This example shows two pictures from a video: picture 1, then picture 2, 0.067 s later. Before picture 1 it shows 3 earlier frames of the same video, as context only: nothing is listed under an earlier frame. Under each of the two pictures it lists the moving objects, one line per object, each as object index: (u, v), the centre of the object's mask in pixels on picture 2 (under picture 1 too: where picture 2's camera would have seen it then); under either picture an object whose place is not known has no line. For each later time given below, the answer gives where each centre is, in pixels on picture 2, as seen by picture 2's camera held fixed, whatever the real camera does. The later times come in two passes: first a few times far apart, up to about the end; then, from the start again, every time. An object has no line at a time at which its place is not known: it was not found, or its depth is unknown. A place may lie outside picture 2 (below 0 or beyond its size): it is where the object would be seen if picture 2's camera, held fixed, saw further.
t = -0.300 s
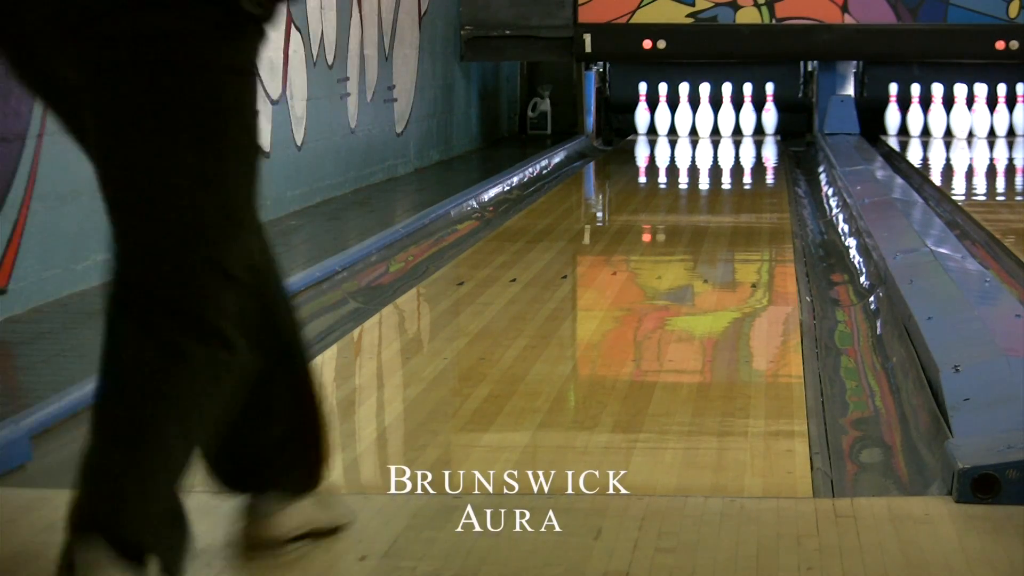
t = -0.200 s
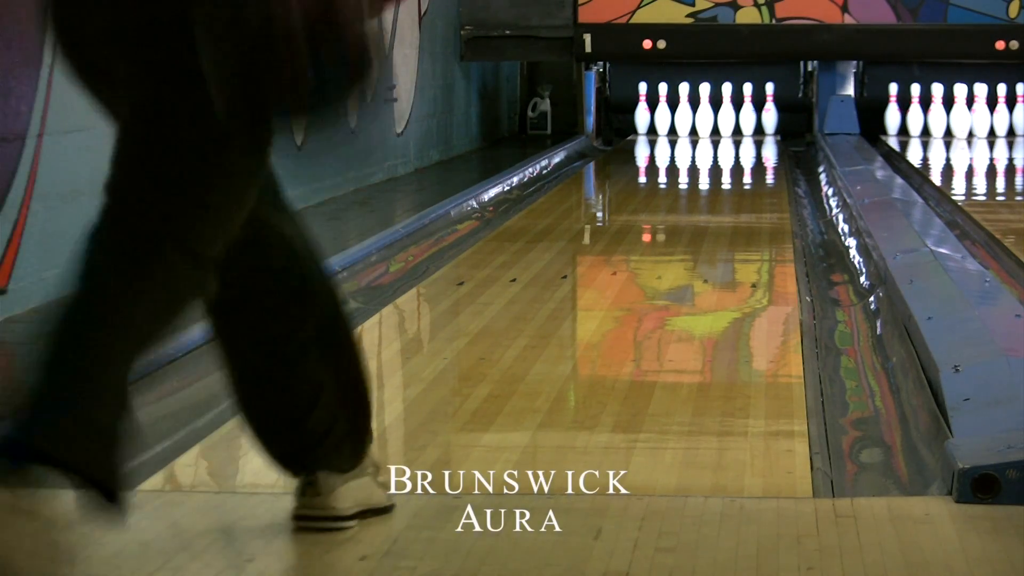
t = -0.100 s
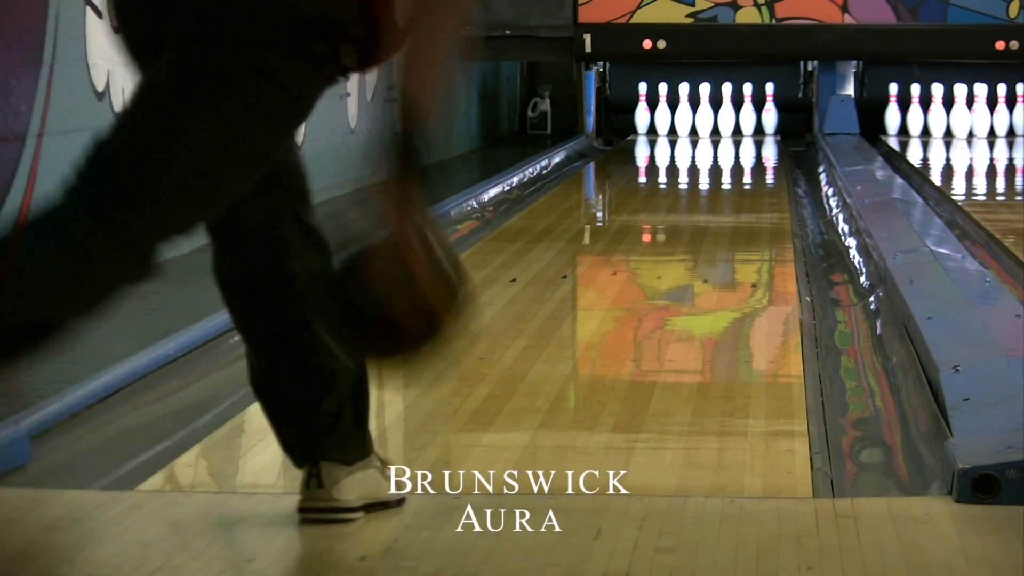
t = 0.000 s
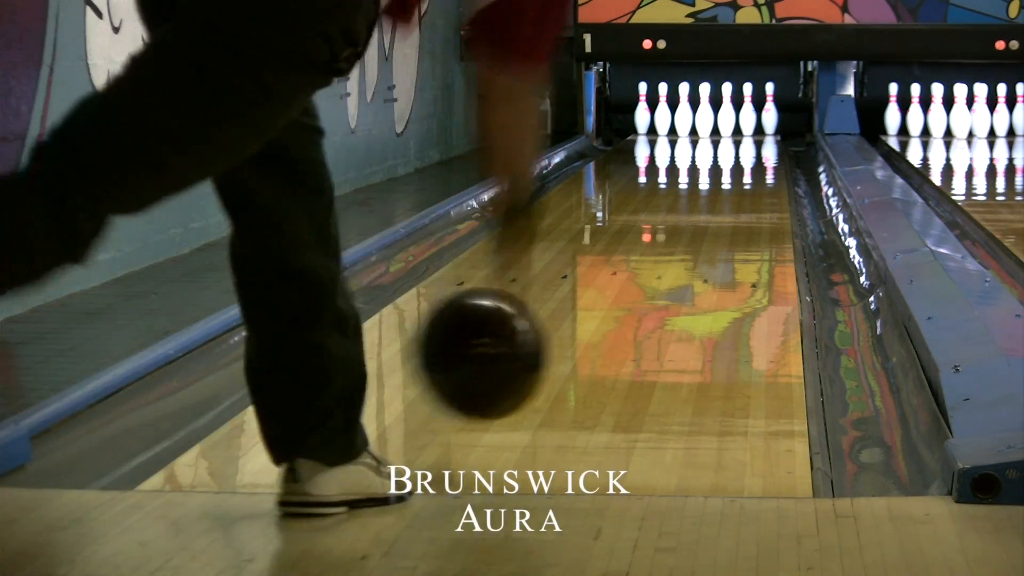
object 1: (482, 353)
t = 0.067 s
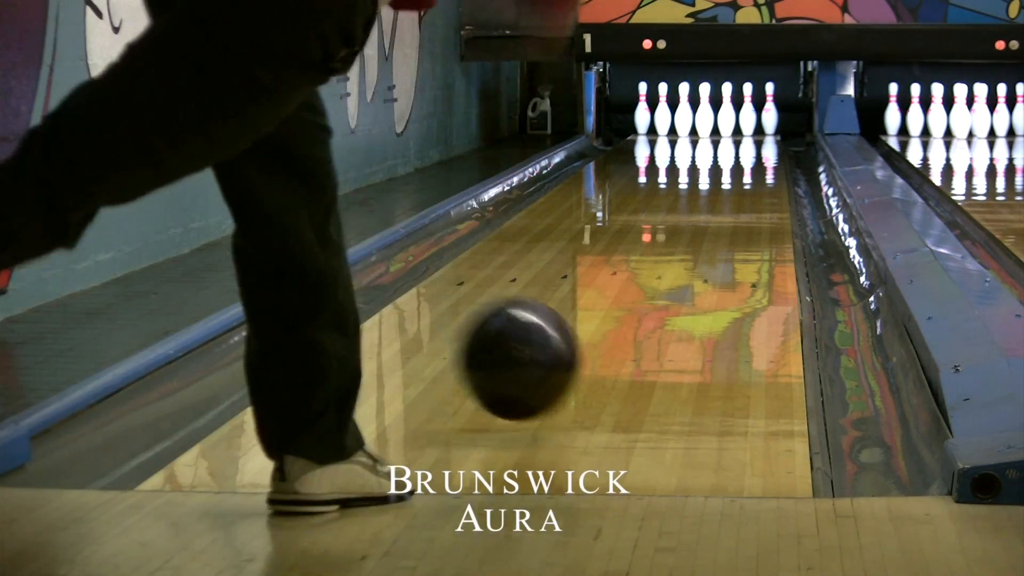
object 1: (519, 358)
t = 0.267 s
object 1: (600, 302)
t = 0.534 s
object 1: (662, 242)
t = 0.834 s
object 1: (703, 202)
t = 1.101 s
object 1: (726, 177)
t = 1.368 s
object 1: (741, 158)
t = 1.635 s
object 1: (749, 145)
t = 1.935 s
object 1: (746, 135)
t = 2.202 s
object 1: (727, 127)
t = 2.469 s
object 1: (711, 122)
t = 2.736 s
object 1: (703, 121)
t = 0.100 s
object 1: (536, 358)
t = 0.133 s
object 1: (551, 341)
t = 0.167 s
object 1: (565, 331)
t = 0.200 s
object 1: (578, 322)
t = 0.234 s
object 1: (589, 312)
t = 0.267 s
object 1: (600, 302)
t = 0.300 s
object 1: (609, 292)
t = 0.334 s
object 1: (619, 283)
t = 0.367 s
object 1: (628, 275)
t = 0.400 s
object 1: (635, 267)
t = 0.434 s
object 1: (643, 260)
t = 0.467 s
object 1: (650, 254)
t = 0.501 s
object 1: (656, 248)
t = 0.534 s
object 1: (662, 242)
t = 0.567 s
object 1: (668, 237)
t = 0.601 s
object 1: (673, 232)
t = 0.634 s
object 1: (679, 227)
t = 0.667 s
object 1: (683, 222)
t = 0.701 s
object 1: (688, 218)
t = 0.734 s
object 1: (692, 214)
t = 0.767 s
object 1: (696, 210)
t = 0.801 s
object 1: (700, 206)
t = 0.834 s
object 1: (703, 202)
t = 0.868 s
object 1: (706, 198)
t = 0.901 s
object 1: (710, 195)
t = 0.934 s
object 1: (713, 191)
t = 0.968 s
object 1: (716, 188)
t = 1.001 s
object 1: (718, 185)
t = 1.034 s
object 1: (721, 183)
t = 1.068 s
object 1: (724, 180)
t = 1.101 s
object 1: (726, 177)
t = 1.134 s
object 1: (728, 174)
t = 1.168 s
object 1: (730, 172)
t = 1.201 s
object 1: (732, 170)
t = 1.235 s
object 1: (734, 167)
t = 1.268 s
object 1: (736, 164)
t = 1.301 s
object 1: (737, 162)
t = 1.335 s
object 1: (739, 160)
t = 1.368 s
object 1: (741, 158)
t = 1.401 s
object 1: (742, 156)
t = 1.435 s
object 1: (743, 155)
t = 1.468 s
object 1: (745, 153)
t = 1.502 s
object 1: (746, 151)
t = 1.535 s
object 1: (747, 150)
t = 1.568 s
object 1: (748, 148)
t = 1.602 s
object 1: (748, 146)
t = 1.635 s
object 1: (749, 145)
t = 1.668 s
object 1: (749, 144)
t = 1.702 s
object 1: (749, 142)
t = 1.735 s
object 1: (749, 142)
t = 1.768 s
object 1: (749, 140)
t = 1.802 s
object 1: (749, 139)
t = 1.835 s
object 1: (748, 138)
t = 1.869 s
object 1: (747, 137)
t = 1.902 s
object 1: (747, 136)
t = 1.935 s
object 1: (746, 135)
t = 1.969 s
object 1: (744, 133)
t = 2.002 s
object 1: (742, 132)
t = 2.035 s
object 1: (740, 131)
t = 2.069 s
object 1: (737, 130)
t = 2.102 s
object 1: (735, 129)
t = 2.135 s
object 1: (733, 128)
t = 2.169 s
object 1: (730, 127)
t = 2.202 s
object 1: (727, 127)
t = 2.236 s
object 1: (724, 125)
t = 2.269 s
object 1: (721, 125)
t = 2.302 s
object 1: (717, 124)
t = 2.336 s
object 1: (714, 123)
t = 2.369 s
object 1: (714, 123)
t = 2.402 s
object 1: (713, 122)
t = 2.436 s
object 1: (712, 122)
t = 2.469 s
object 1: (711, 122)
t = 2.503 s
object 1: (712, 121)
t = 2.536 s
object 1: (712, 121)
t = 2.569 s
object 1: (712, 121)
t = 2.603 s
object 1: (710, 121)
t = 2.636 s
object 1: (708, 120)
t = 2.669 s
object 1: (707, 119)
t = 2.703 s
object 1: (706, 119)
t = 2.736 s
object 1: (703, 121)
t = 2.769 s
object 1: (702, 123)
